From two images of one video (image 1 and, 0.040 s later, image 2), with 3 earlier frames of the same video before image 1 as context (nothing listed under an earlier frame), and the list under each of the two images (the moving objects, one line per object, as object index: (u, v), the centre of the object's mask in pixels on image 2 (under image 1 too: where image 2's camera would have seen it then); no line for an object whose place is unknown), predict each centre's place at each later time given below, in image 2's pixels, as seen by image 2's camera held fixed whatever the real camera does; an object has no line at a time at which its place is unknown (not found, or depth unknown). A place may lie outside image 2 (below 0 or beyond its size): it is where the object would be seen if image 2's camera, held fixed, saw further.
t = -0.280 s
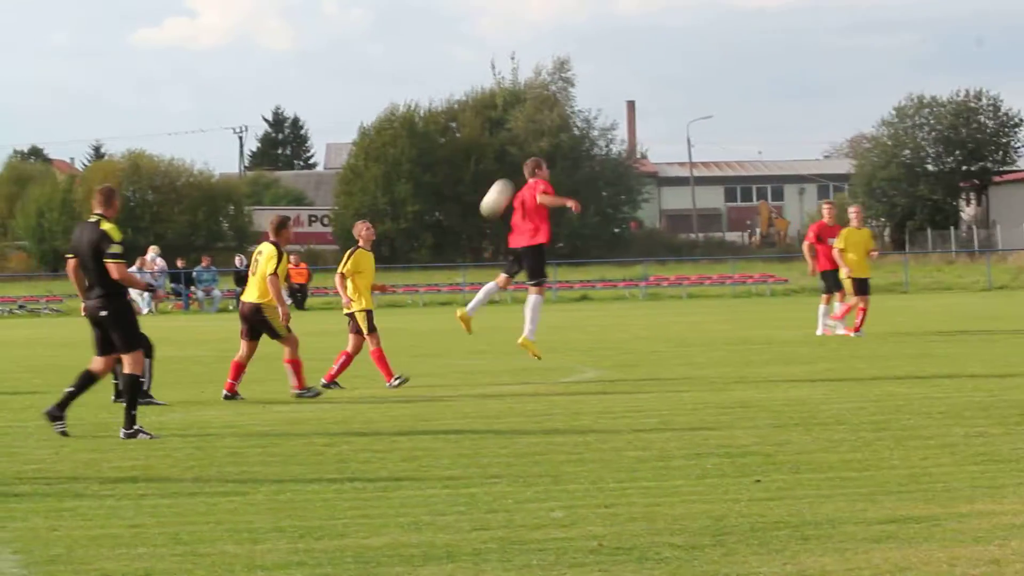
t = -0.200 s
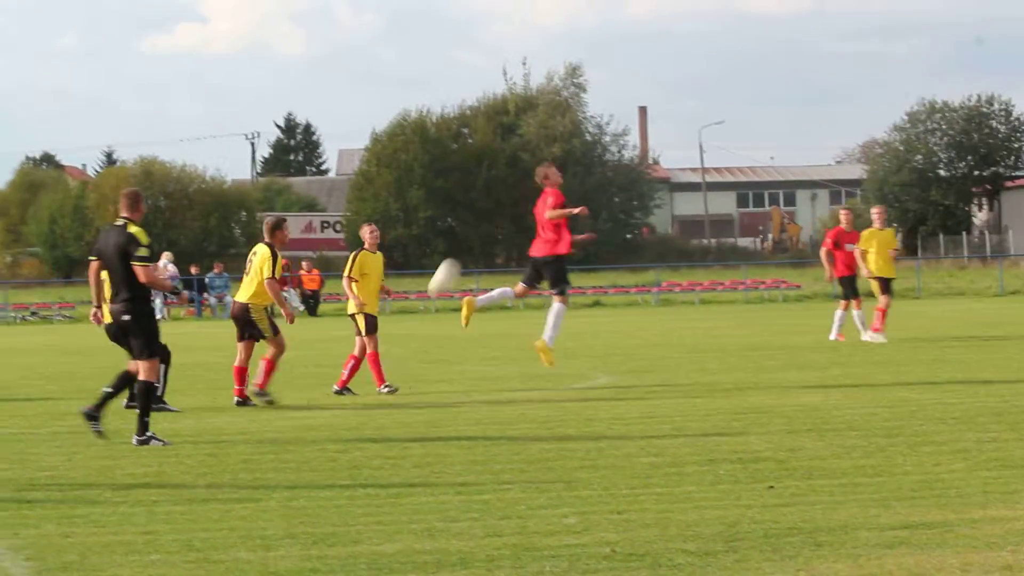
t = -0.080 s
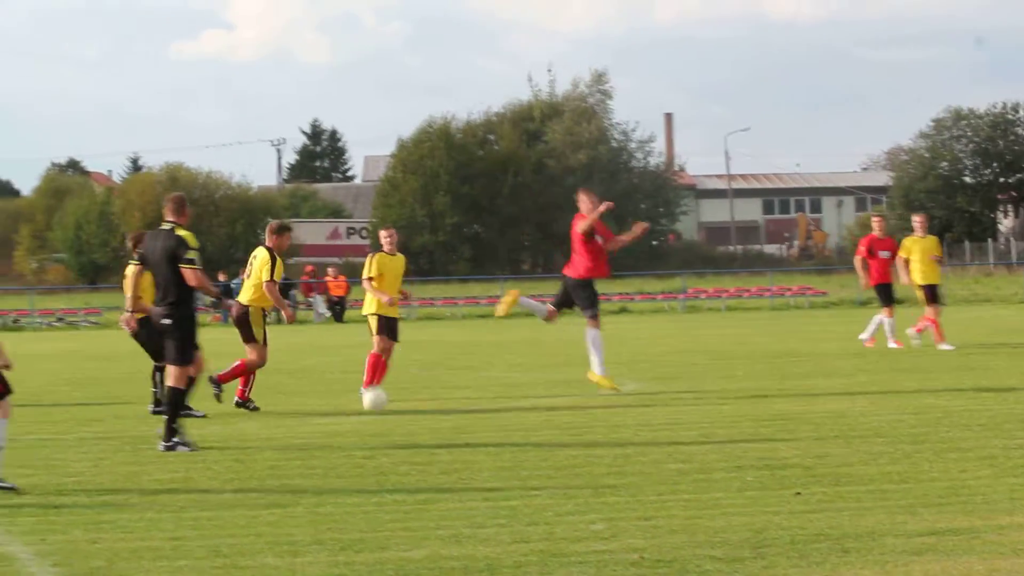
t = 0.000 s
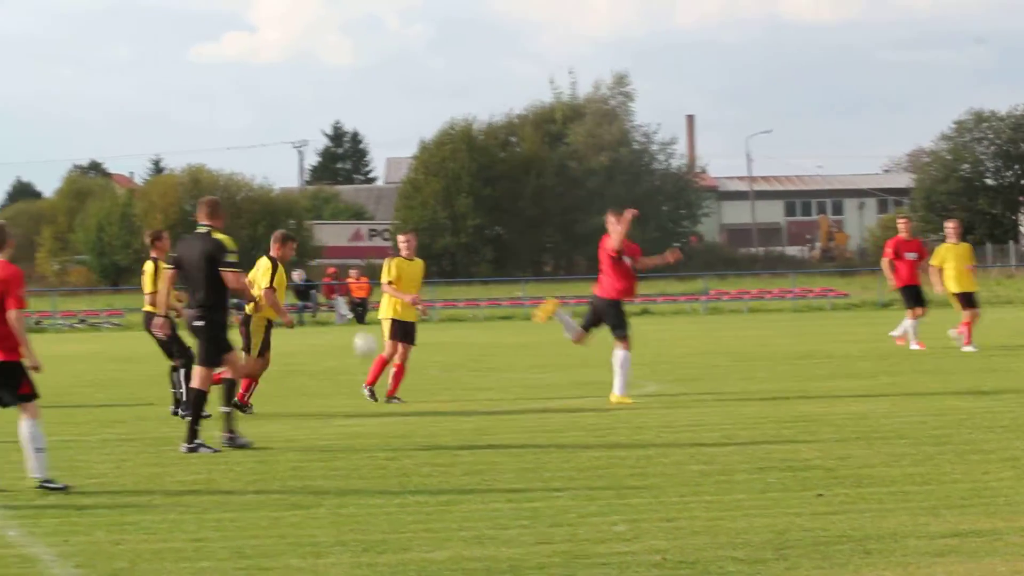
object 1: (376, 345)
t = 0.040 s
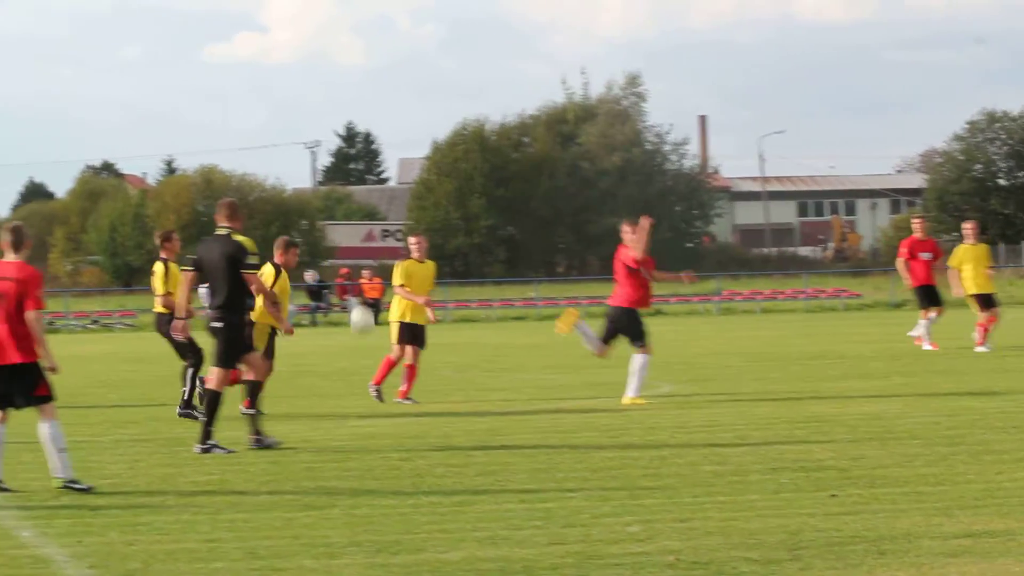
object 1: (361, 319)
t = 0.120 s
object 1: (334, 274)
